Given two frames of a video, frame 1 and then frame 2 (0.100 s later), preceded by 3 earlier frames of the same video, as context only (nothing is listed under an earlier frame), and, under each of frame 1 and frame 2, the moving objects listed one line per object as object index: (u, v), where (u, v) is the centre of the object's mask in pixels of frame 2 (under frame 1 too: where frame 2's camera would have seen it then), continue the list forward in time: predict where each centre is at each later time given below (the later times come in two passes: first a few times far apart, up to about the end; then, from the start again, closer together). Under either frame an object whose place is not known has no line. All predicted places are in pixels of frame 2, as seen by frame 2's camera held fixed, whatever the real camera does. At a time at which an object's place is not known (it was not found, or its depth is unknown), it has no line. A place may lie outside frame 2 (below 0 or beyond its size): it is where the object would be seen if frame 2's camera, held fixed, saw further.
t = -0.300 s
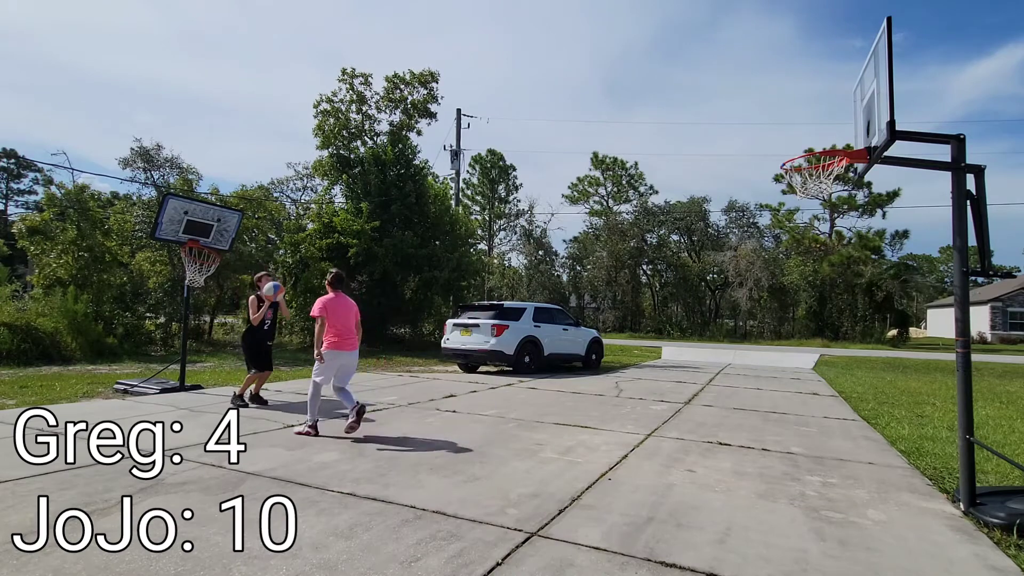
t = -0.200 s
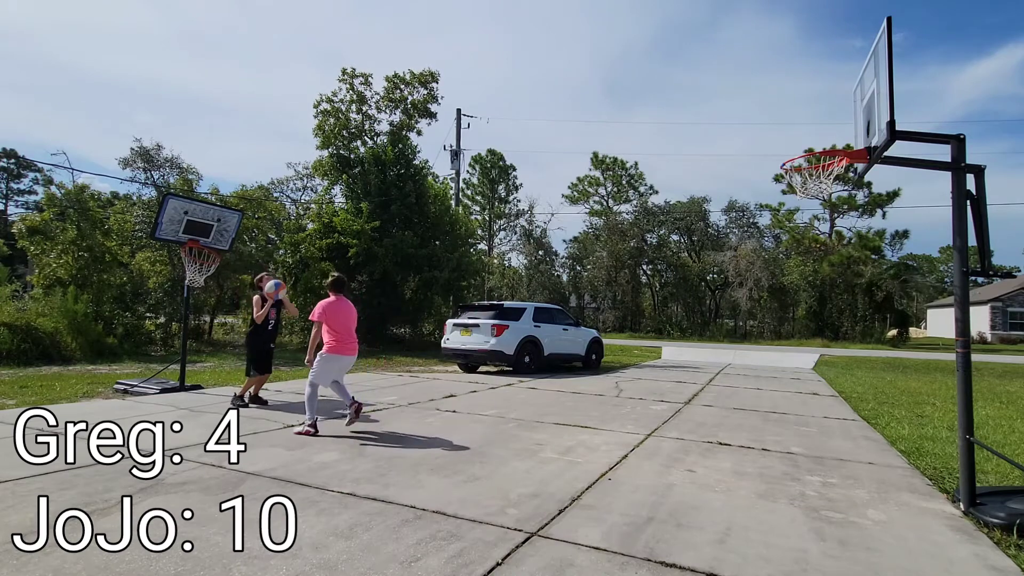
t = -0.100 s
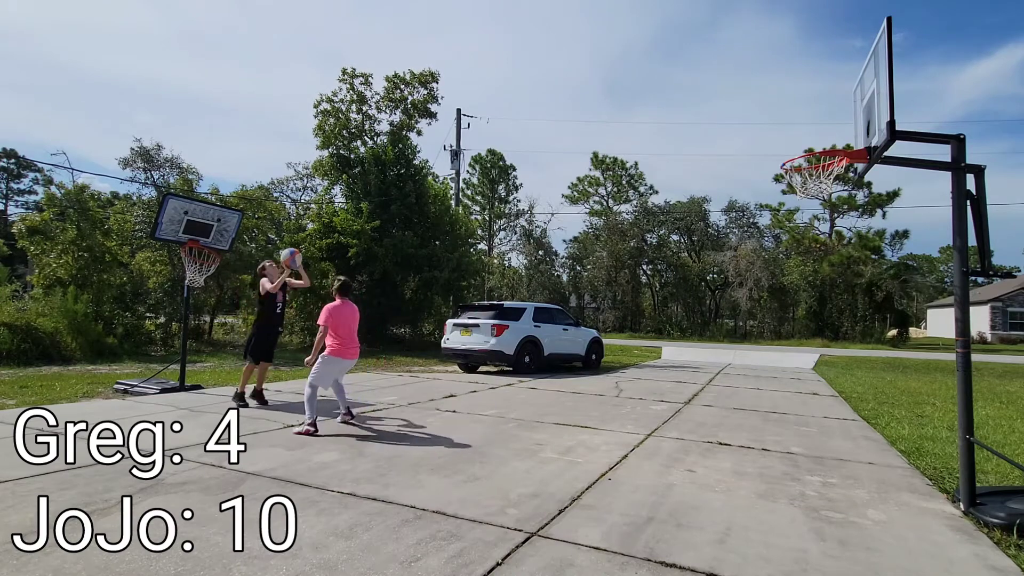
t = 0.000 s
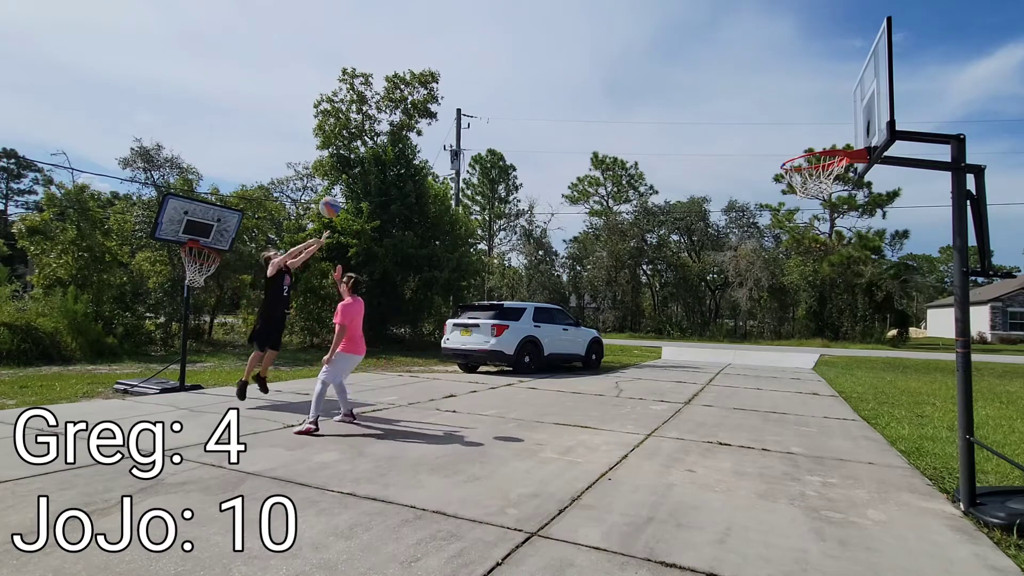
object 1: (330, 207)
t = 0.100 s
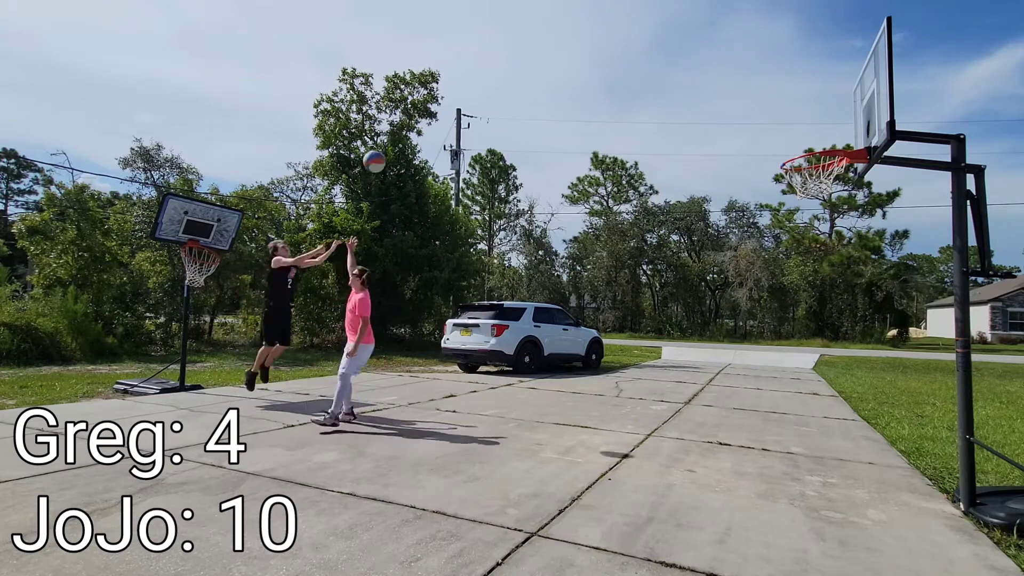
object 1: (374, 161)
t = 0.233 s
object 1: (438, 110)
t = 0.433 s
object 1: (545, 56)
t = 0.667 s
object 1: (690, 41)
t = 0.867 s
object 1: (835, 78)
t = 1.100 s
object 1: (742, 167)
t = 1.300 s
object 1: (640, 234)
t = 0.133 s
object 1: (390, 147)
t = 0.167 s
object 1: (405, 134)
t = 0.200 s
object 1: (421, 122)
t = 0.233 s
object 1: (438, 110)
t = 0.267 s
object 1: (455, 99)
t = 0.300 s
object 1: (472, 89)
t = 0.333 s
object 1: (490, 79)
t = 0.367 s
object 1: (508, 71)
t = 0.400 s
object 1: (526, 63)
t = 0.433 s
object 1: (545, 56)
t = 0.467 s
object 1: (564, 51)
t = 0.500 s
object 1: (584, 47)
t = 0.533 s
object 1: (604, 44)
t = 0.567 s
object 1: (625, 41)
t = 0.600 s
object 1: (646, 39)
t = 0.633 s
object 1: (668, 39)
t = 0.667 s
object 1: (690, 41)
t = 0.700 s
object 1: (712, 43)
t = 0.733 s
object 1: (735, 47)
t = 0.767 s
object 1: (759, 52)
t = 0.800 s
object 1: (784, 59)
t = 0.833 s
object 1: (809, 68)
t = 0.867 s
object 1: (835, 78)
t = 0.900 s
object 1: (852, 89)
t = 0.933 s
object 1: (833, 104)
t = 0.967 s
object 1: (815, 119)
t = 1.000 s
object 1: (798, 135)
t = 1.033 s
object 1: (779, 152)
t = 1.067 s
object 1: (761, 160)
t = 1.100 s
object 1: (742, 167)
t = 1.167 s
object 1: (706, 186)
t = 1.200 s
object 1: (689, 196)
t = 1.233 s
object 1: (672, 209)
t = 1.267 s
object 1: (655, 221)
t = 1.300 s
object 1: (640, 234)
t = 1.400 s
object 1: (595, 278)
